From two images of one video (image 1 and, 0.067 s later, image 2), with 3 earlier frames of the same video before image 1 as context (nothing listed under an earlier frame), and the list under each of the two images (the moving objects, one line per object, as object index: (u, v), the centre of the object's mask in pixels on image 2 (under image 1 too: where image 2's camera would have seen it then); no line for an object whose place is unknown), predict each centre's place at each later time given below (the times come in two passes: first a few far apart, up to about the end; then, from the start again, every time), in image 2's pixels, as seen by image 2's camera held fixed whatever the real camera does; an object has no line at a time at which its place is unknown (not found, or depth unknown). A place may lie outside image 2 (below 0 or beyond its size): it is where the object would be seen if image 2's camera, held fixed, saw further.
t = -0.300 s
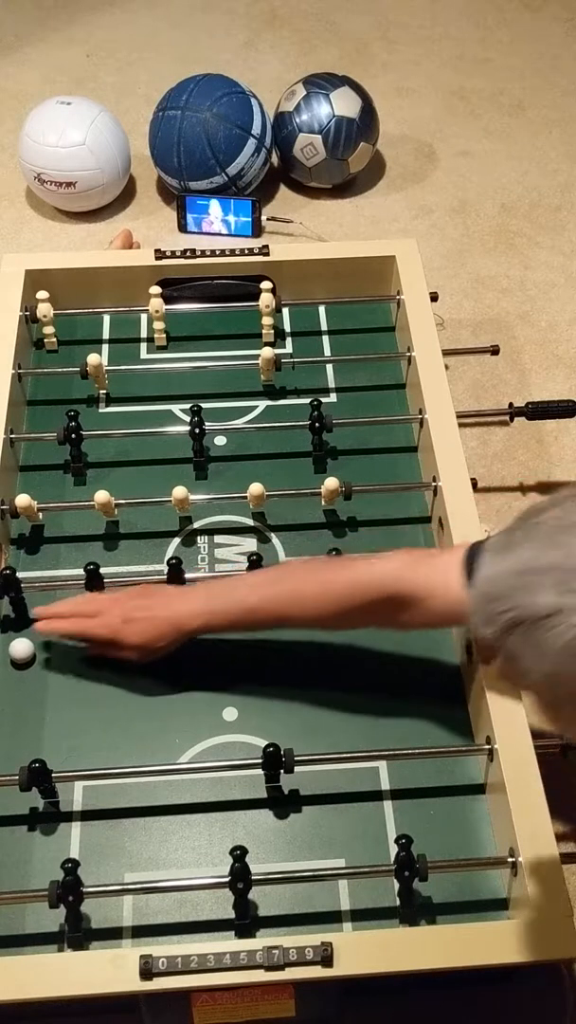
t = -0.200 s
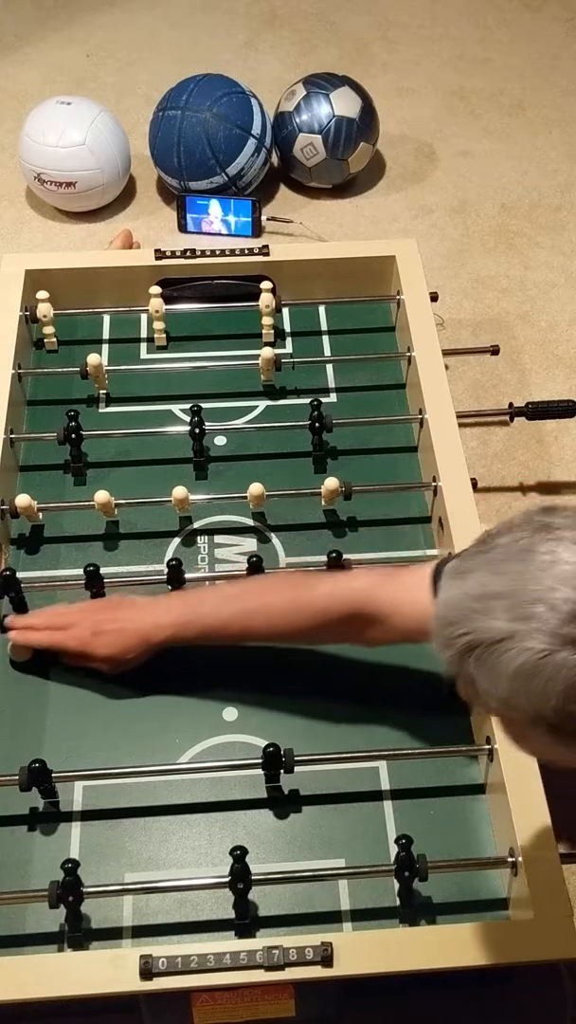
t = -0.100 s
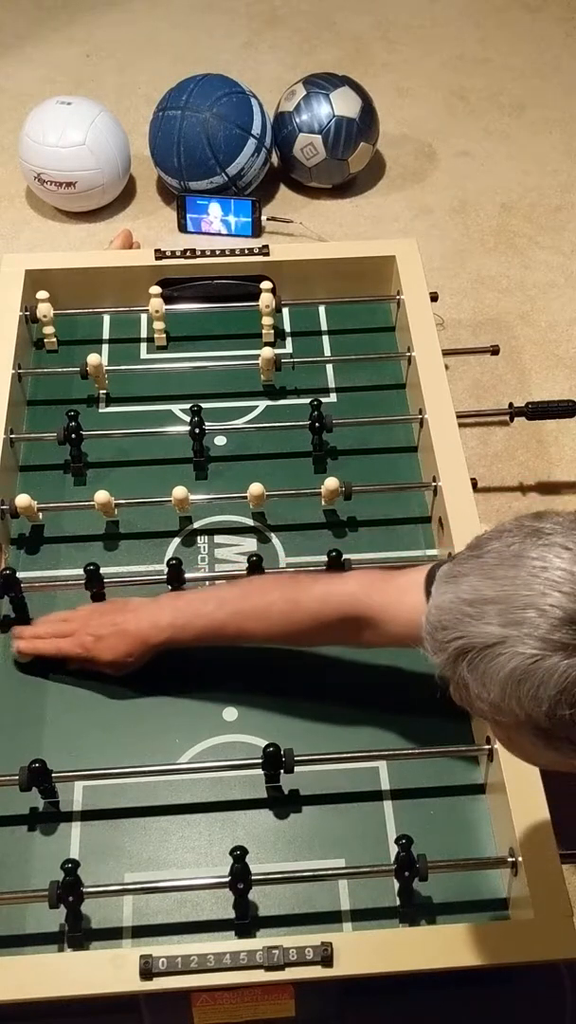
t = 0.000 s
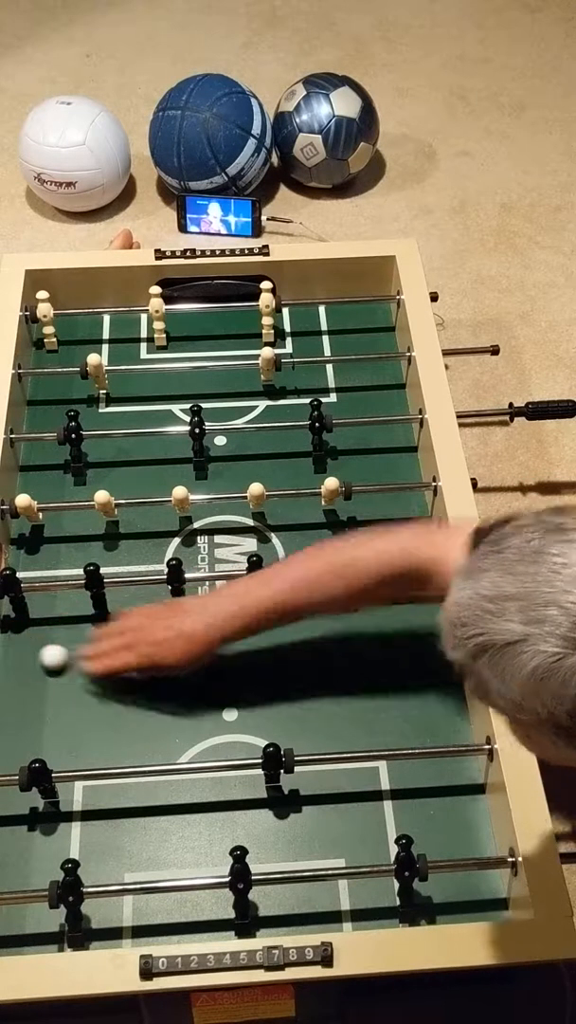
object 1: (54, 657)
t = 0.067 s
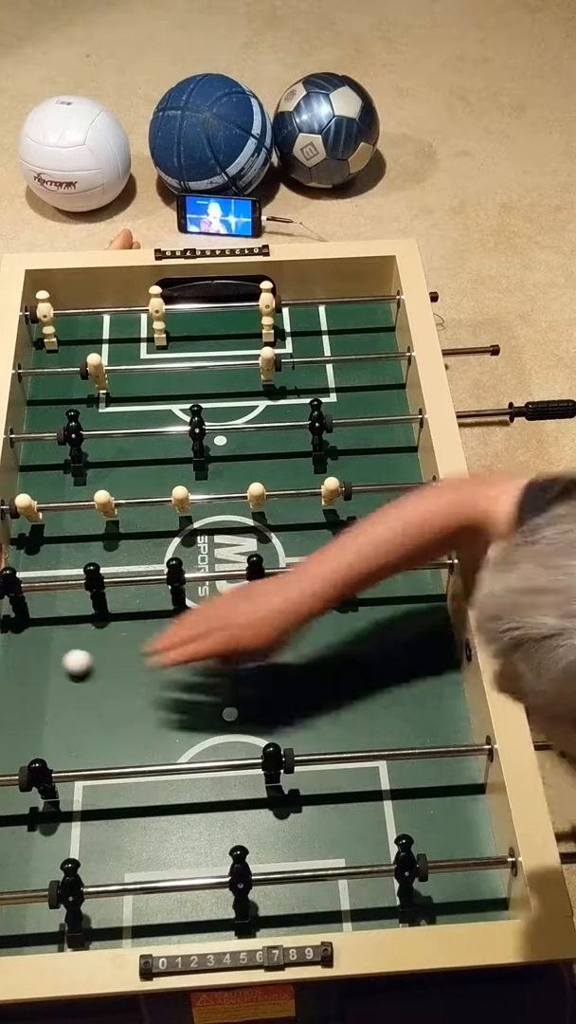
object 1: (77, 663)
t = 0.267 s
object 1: (144, 678)
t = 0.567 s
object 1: (233, 700)
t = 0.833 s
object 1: (303, 718)
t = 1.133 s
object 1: (374, 735)
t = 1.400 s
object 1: (429, 742)
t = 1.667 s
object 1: (466, 766)
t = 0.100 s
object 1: (89, 665)
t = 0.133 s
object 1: (100, 668)
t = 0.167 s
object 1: (111, 670)
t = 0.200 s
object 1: (122, 673)
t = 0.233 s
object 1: (133, 675)
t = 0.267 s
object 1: (144, 678)
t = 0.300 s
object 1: (154, 680)
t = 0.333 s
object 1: (164, 683)
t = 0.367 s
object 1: (175, 685)
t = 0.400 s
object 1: (185, 688)
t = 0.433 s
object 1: (195, 691)
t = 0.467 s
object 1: (205, 693)
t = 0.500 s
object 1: (214, 696)
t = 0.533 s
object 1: (224, 698)
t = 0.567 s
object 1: (233, 700)
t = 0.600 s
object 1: (242, 702)
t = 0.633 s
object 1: (251, 705)
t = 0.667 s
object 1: (260, 707)
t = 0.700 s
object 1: (269, 709)
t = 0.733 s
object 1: (278, 712)
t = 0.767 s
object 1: (287, 714)
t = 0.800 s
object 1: (295, 716)
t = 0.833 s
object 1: (303, 718)
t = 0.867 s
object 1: (312, 720)
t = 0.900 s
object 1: (320, 722)
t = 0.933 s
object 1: (328, 724)
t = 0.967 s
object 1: (336, 726)
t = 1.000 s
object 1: (344, 728)
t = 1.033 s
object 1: (352, 730)
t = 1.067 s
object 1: (359, 732)
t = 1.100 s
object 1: (367, 734)
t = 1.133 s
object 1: (374, 735)
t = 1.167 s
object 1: (381, 737)
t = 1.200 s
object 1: (389, 738)
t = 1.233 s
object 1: (396, 739)
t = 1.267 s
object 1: (403, 739)
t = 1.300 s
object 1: (409, 740)
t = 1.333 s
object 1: (416, 741)
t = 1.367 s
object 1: (423, 741)
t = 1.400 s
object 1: (429, 742)
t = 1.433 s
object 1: (438, 762)
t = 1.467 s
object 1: (444, 762)
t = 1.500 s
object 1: (450, 763)
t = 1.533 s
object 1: (455, 764)
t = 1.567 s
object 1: (461, 765)
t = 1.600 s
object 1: (468, 765)
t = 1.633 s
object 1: (467, 766)
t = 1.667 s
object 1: (466, 766)
